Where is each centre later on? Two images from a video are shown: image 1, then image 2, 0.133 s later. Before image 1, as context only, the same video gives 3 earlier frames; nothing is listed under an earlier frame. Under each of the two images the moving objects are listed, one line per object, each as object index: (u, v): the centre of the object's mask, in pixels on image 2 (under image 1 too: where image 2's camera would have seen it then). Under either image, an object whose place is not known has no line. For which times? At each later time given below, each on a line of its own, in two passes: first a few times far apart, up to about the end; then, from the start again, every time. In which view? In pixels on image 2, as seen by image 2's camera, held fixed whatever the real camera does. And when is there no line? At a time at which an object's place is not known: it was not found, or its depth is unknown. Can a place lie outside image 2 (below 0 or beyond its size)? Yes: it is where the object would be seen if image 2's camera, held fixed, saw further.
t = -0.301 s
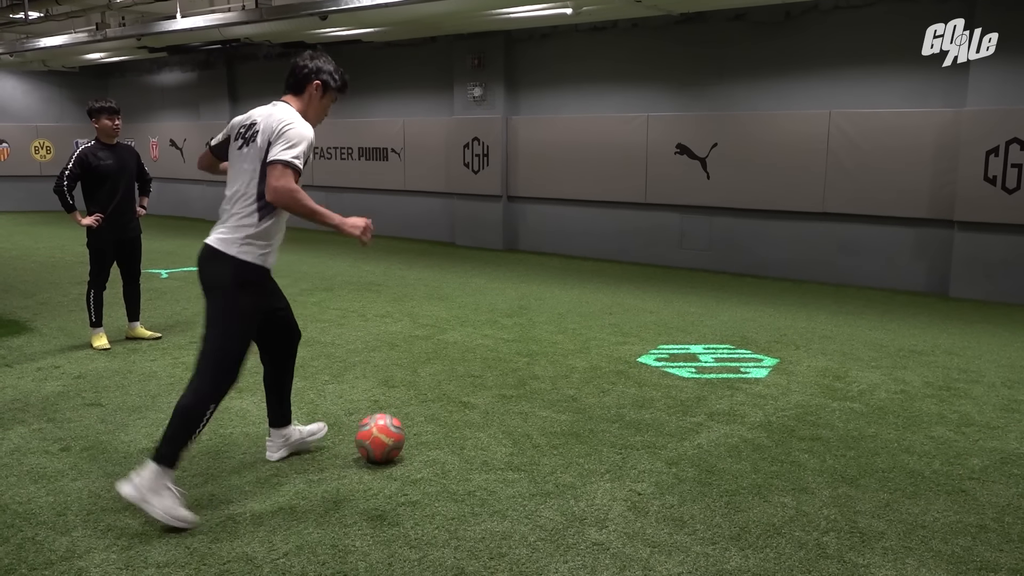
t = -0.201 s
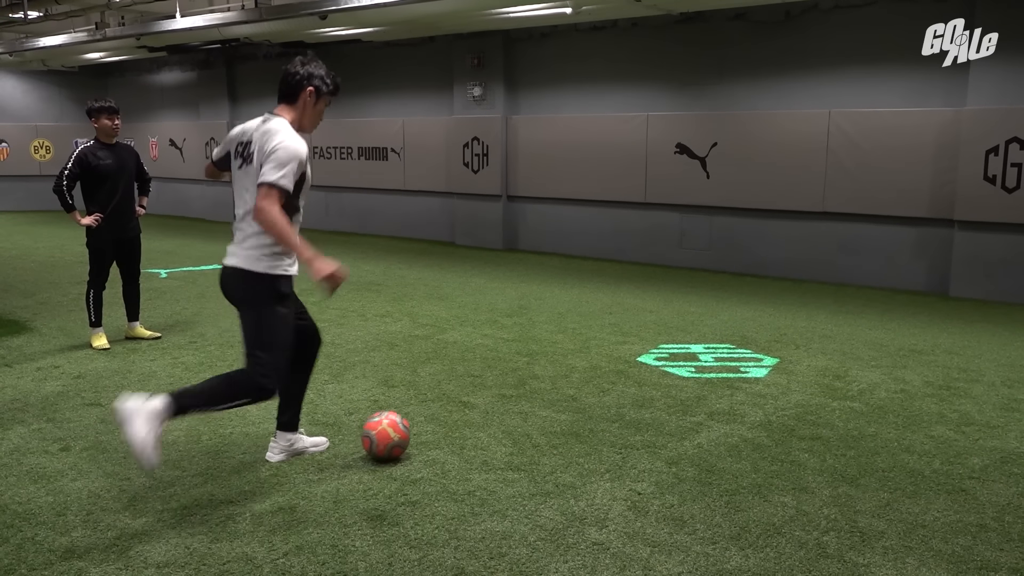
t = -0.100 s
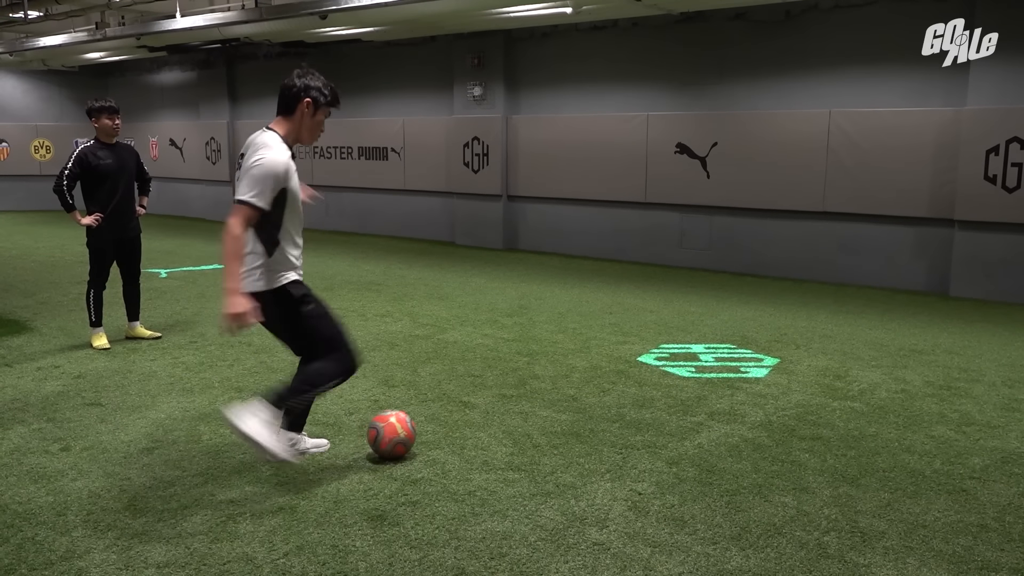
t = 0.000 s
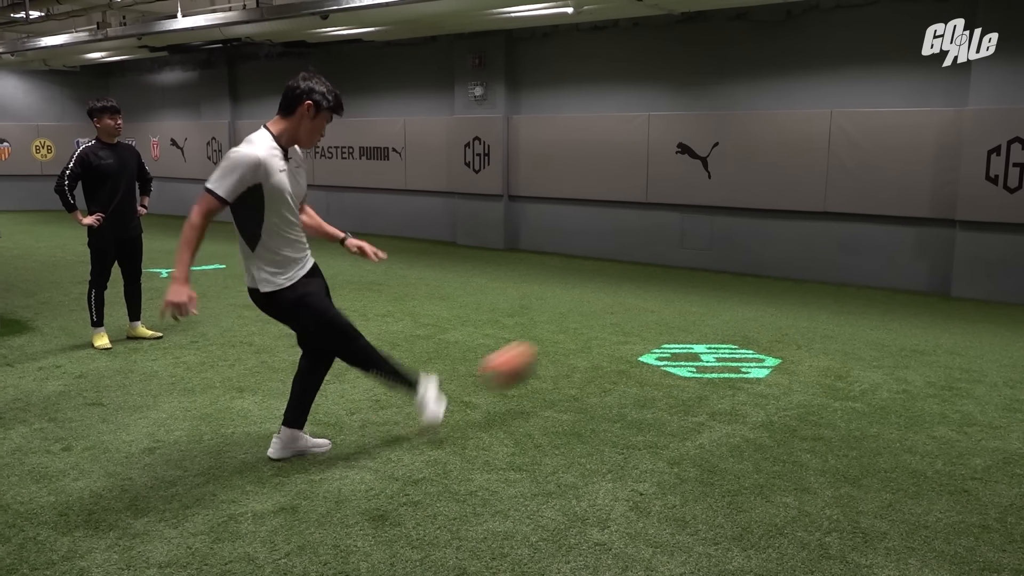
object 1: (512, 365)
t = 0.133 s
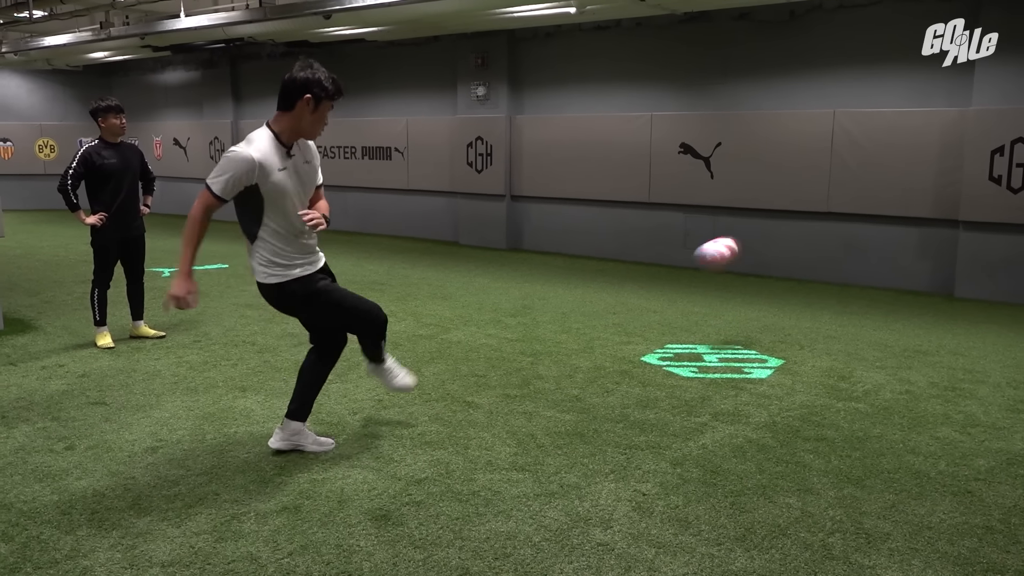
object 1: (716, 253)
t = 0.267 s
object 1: (839, 201)
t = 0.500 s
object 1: (852, 213)
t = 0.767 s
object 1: (736, 369)
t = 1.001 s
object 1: (632, 329)
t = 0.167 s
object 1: (755, 234)
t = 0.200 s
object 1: (786, 222)
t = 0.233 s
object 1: (813, 210)
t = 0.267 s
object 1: (839, 201)
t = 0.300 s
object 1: (861, 193)
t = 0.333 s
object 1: (880, 187)
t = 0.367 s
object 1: (888, 186)
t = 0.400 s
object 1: (881, 191)
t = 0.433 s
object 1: (872, 196)
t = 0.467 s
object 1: (863, 203)
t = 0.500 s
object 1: (852, 213)
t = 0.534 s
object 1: (842, 225)
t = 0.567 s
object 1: (829, 239)
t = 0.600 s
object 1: (816, 257)
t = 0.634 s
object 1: (801, 279)
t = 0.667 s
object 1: (786, 303)
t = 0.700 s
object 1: (768, 334)
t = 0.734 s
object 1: (748, 373)
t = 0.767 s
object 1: (736, 369)
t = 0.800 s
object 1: (725, 357)
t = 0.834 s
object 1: (712, 348)
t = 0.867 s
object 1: (699, 340)
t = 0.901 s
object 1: (684, 334)
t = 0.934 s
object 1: (669, 330)
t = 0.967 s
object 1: (651, 329)
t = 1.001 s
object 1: (632, 329)
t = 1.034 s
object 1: (612, 333)
